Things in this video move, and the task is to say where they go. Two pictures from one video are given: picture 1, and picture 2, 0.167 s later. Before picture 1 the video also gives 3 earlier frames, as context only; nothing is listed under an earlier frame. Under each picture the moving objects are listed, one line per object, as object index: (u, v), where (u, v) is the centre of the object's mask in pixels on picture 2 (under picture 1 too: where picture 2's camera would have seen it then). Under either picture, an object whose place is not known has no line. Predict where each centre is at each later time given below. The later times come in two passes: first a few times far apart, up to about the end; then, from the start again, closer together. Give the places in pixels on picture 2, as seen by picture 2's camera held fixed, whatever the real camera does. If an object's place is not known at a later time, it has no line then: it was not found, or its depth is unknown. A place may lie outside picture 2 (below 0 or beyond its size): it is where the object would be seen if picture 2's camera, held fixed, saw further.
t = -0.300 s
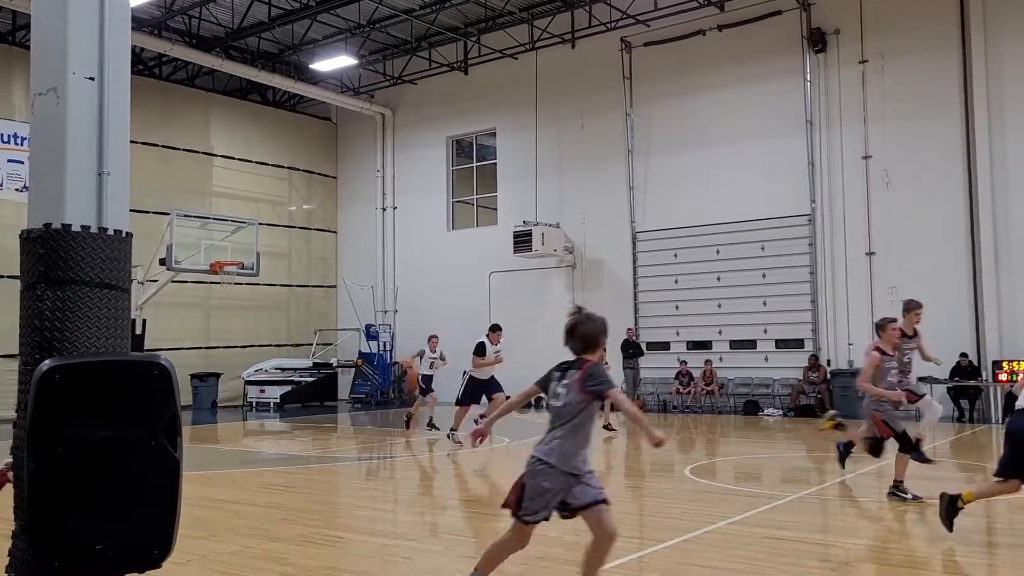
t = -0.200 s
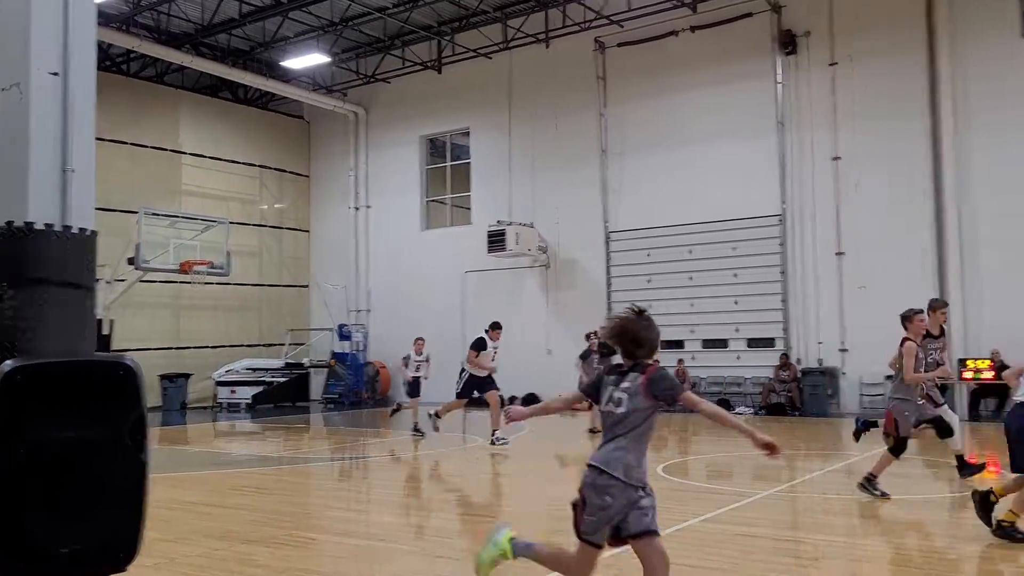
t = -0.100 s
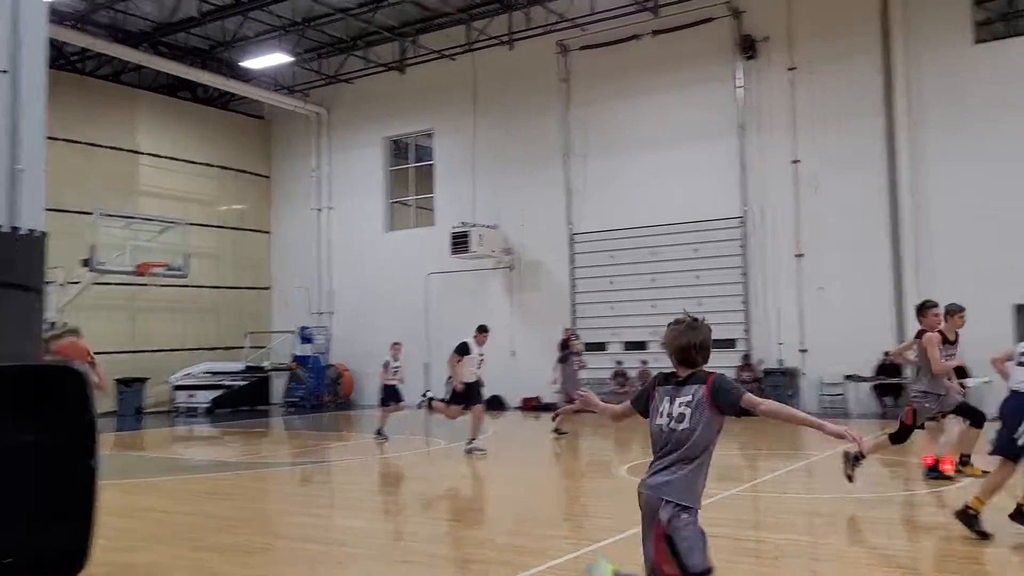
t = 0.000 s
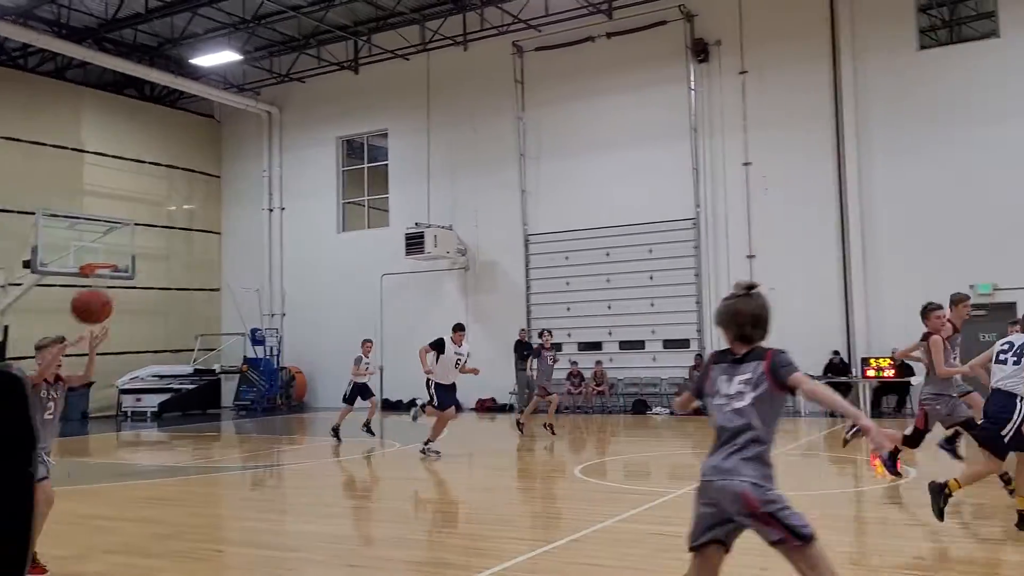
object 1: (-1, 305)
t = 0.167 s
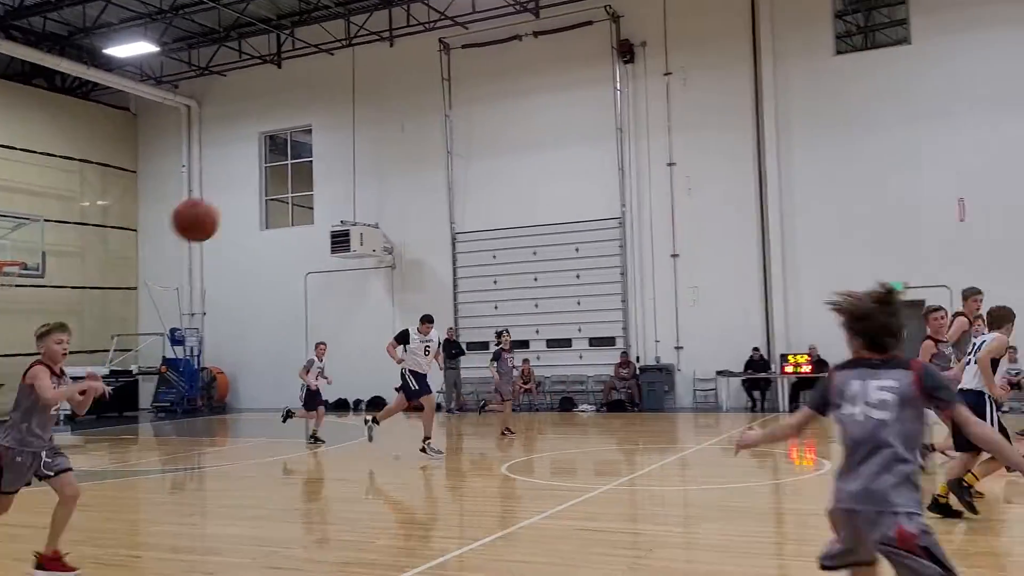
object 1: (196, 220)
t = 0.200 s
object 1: (240, 206)
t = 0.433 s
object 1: (631, 157)
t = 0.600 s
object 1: (1052, 191)
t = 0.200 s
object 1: (240, 206)
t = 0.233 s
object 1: (288, 194)
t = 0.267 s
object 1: (338, 184)
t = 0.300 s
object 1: (390, 175)
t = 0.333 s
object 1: (445, 167)
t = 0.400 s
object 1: (565, 159)
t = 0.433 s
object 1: (631, 157)
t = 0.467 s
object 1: (702, 158)
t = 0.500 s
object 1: (779, 162)
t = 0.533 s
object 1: (863, 168)
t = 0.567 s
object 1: (953, 177)
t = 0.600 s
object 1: (1052, 191)
